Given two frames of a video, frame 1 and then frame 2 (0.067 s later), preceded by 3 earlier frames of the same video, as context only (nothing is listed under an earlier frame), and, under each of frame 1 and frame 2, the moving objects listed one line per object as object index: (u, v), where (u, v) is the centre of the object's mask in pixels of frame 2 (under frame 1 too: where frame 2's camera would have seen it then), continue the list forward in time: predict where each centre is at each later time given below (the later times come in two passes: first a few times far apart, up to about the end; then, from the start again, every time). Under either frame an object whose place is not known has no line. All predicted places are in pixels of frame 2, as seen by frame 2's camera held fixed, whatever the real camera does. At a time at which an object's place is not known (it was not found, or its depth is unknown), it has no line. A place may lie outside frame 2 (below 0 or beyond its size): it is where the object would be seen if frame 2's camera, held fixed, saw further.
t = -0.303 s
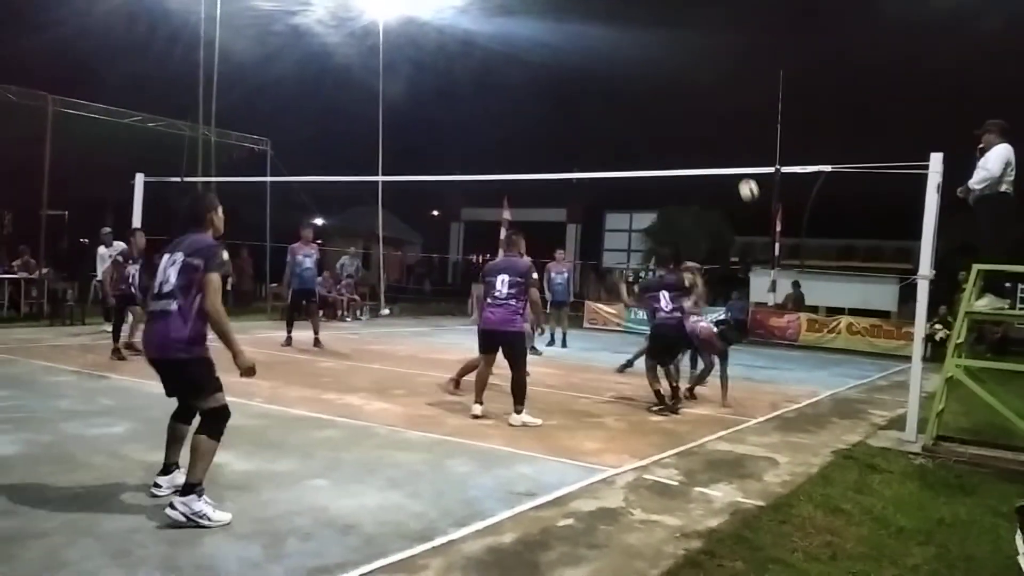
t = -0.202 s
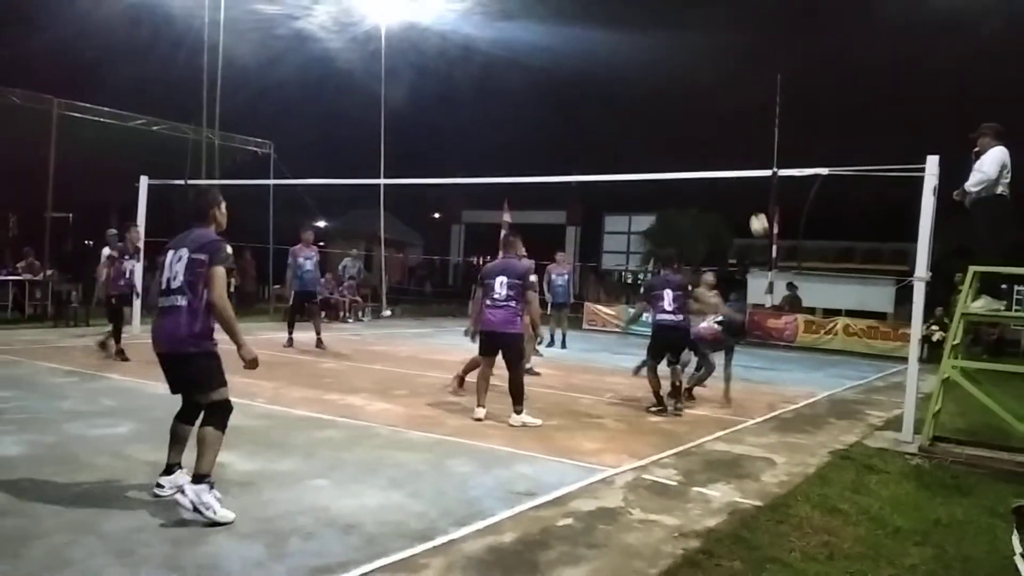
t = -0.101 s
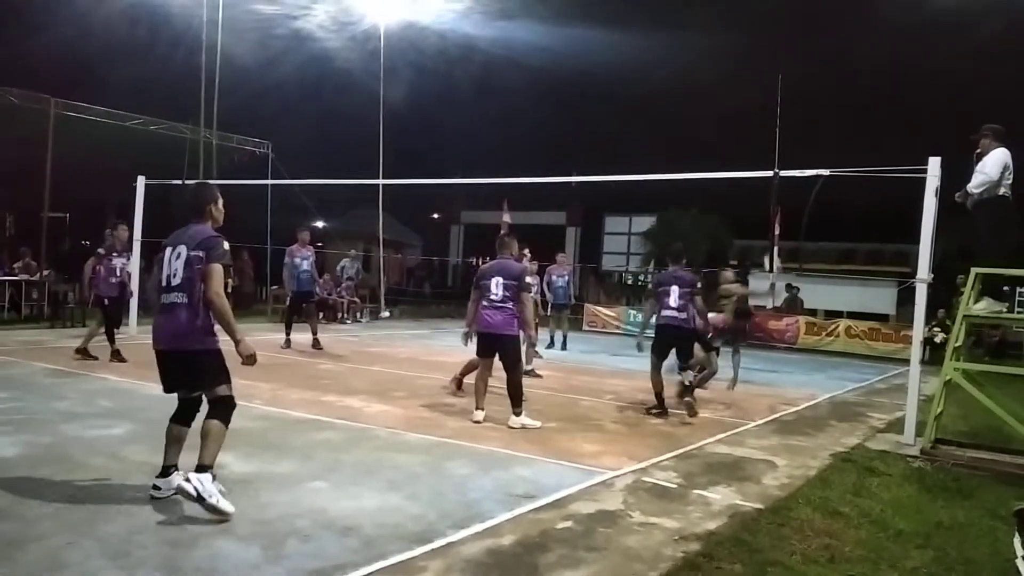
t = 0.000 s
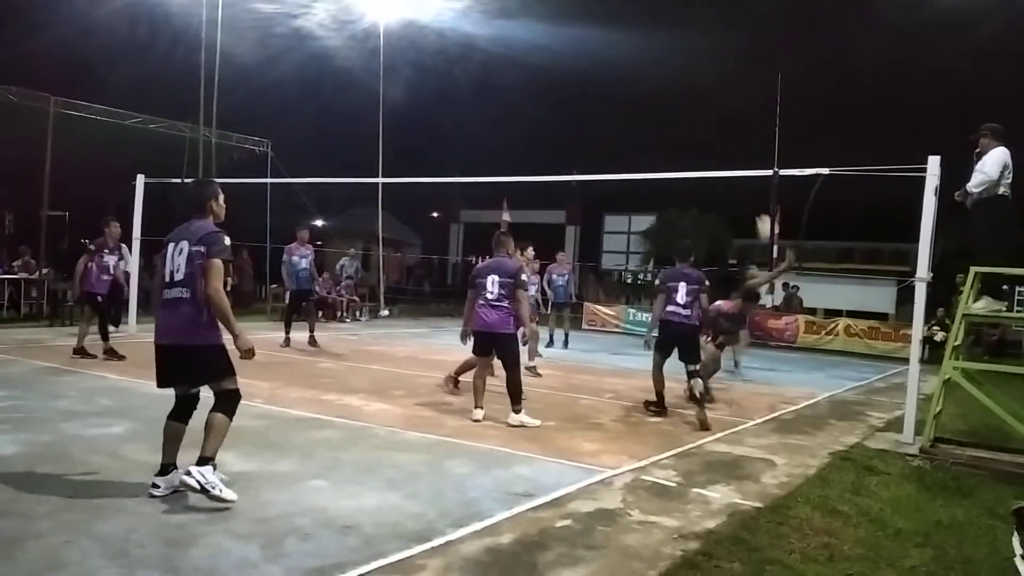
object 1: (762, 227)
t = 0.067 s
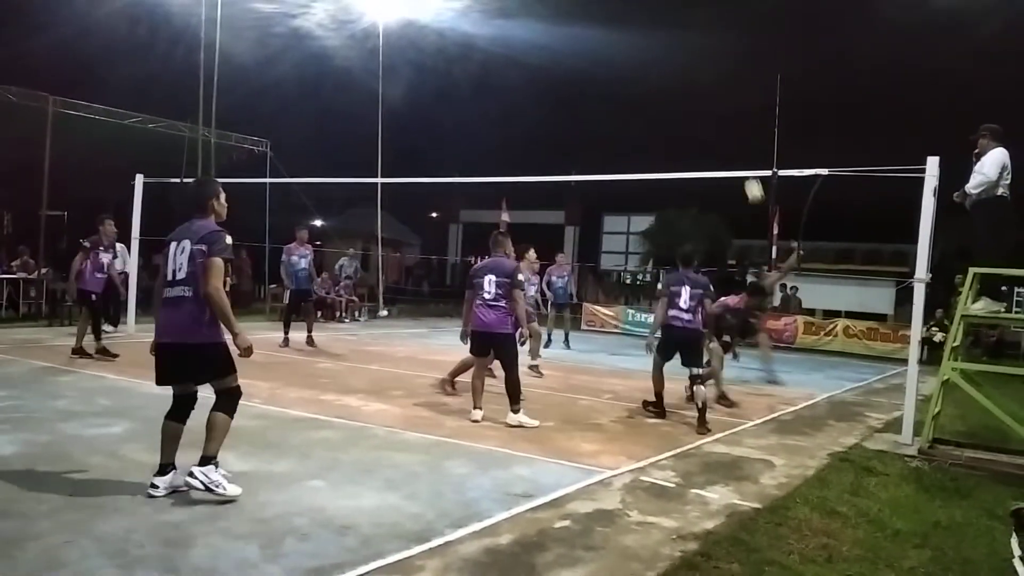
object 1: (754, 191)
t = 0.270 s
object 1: (723, 99)
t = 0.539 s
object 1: (679, 30)
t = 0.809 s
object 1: (632, 16)
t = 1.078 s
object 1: (585, 54)
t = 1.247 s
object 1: (556, 106)
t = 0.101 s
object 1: (749, 173)
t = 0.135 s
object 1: (744, 157)
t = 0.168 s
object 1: (739, 141)
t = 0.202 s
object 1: (734, 126)
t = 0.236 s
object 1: (729, 112)
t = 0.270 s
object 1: (723, 99)
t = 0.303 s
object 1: (718, 88)
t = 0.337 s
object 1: (713, 77)
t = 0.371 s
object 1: (707, 67)
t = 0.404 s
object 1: (702, 57)
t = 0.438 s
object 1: (696, 49)
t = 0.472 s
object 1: (691, 42)
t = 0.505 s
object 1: (685, 35)
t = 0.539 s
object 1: (679, 30)
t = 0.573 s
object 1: (674, 25)
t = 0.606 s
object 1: (668, 21)
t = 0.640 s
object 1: (662, 18)
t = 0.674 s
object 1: (656, 15)
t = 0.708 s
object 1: (650, 14)
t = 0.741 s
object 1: (645, 13)
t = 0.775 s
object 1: (639, 14)
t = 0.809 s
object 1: (632, 16)
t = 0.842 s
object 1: (627, 17)
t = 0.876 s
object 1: (621, 20)
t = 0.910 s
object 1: (615, 24)
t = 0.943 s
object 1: (609, 28)
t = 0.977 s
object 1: (603, 33)
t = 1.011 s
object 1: (597, 40)
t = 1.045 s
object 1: (591, 46)
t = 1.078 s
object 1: (585, 54)
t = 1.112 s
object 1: (579, 63)
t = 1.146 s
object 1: (573, 73)
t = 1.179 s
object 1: (568, 83)
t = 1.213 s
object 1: (562, 93)
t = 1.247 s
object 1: (556, 106)
